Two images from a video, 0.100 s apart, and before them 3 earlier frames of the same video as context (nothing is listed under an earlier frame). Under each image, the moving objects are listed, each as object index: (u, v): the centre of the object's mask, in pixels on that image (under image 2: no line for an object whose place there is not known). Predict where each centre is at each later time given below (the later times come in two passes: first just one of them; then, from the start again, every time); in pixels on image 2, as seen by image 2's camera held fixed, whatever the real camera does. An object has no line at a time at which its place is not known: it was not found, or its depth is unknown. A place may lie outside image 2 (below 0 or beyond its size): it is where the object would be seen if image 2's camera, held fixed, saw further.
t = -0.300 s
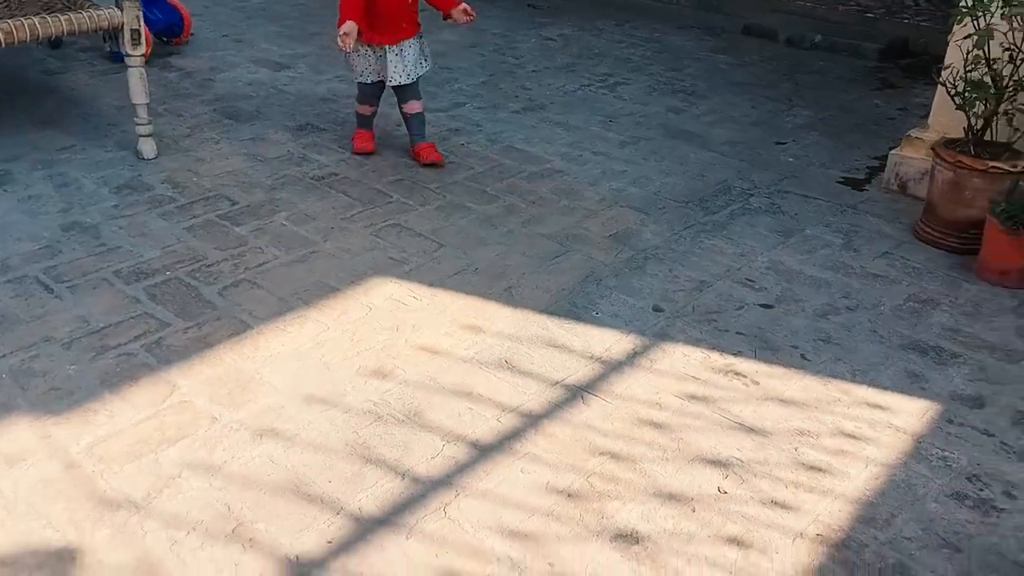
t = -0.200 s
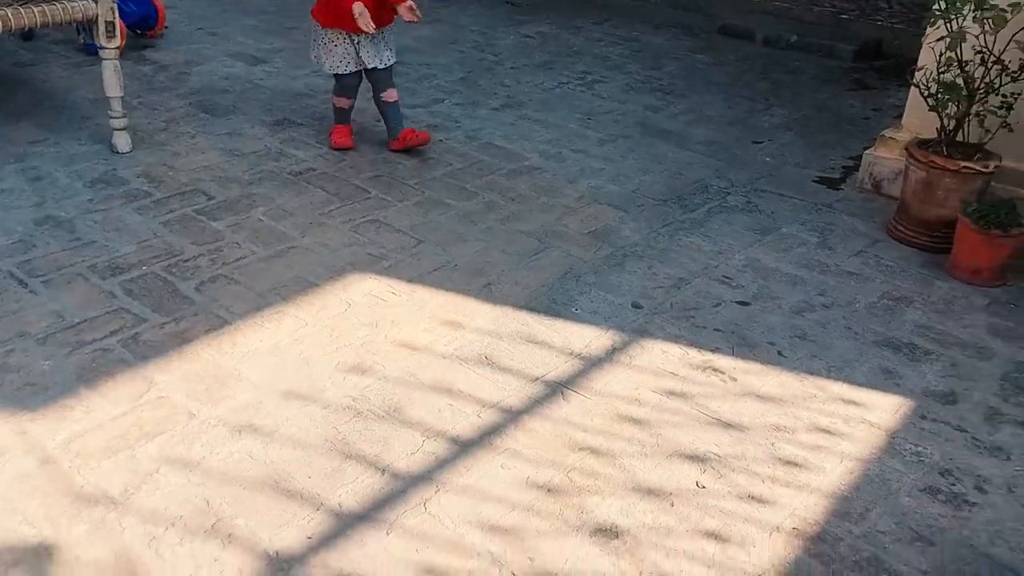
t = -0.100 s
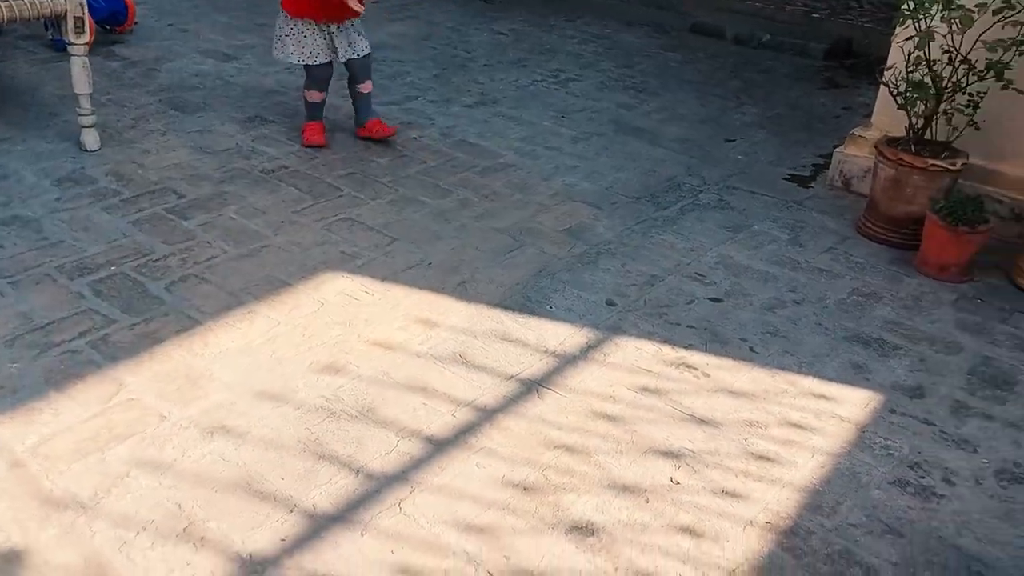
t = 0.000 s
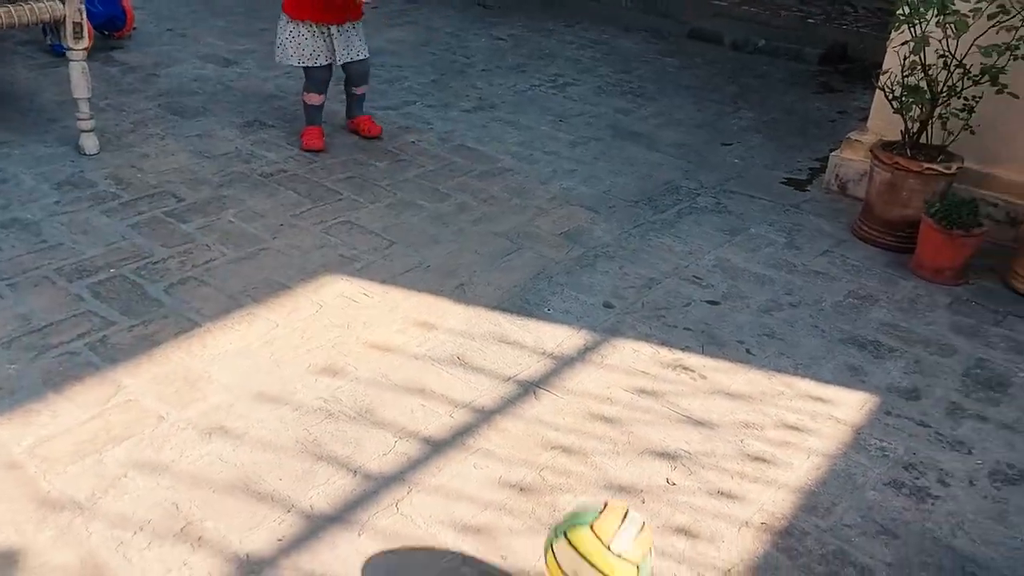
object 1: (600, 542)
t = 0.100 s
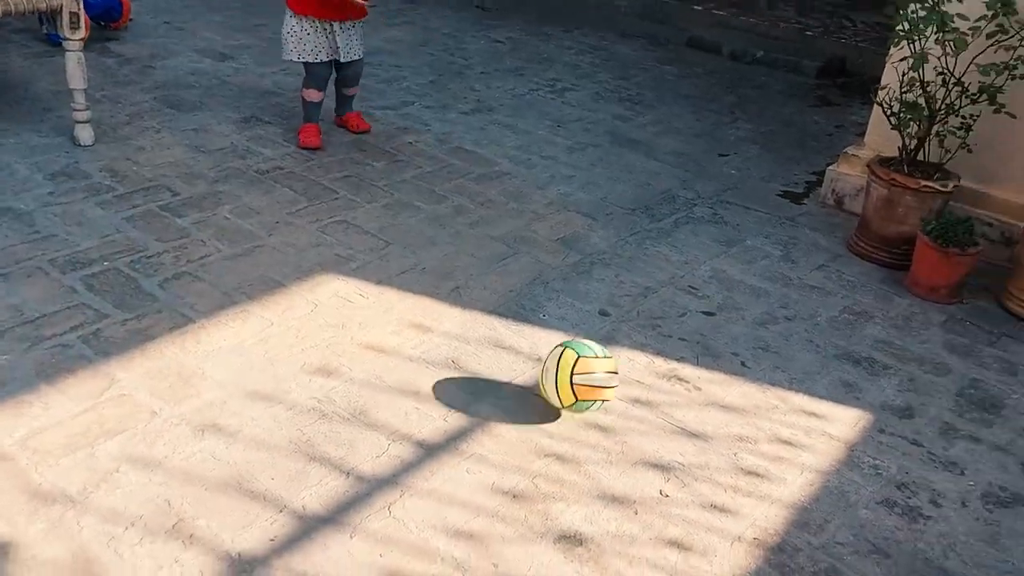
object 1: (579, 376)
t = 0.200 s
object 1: (572, 278)
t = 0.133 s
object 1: (575, 342)
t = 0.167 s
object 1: (573, 313)
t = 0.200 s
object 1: (572, 278)
